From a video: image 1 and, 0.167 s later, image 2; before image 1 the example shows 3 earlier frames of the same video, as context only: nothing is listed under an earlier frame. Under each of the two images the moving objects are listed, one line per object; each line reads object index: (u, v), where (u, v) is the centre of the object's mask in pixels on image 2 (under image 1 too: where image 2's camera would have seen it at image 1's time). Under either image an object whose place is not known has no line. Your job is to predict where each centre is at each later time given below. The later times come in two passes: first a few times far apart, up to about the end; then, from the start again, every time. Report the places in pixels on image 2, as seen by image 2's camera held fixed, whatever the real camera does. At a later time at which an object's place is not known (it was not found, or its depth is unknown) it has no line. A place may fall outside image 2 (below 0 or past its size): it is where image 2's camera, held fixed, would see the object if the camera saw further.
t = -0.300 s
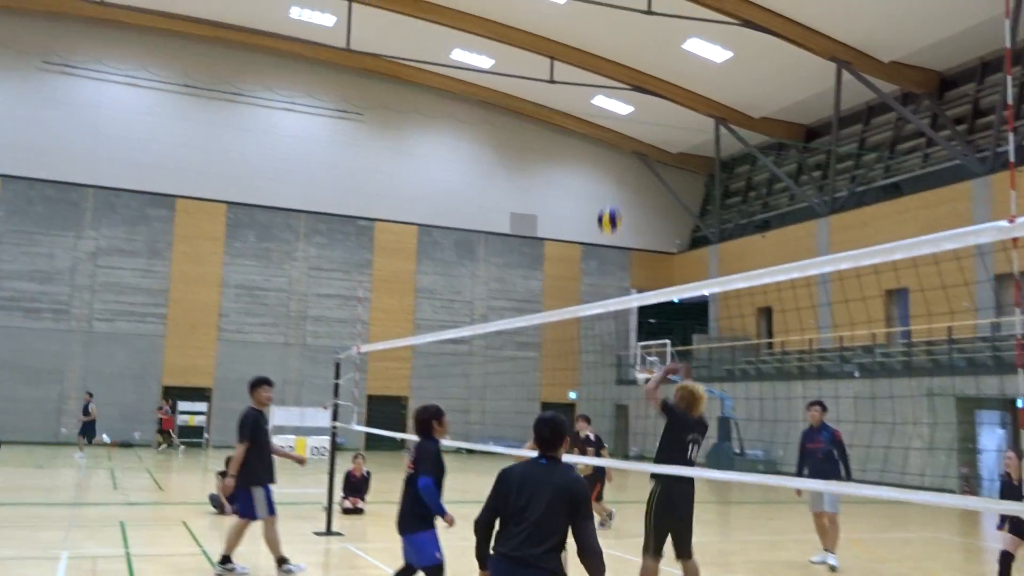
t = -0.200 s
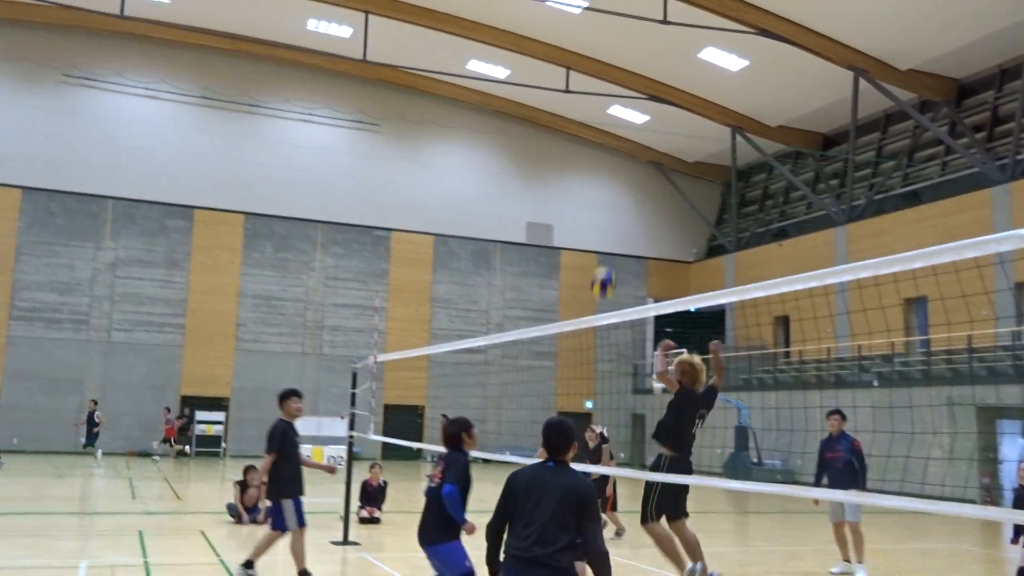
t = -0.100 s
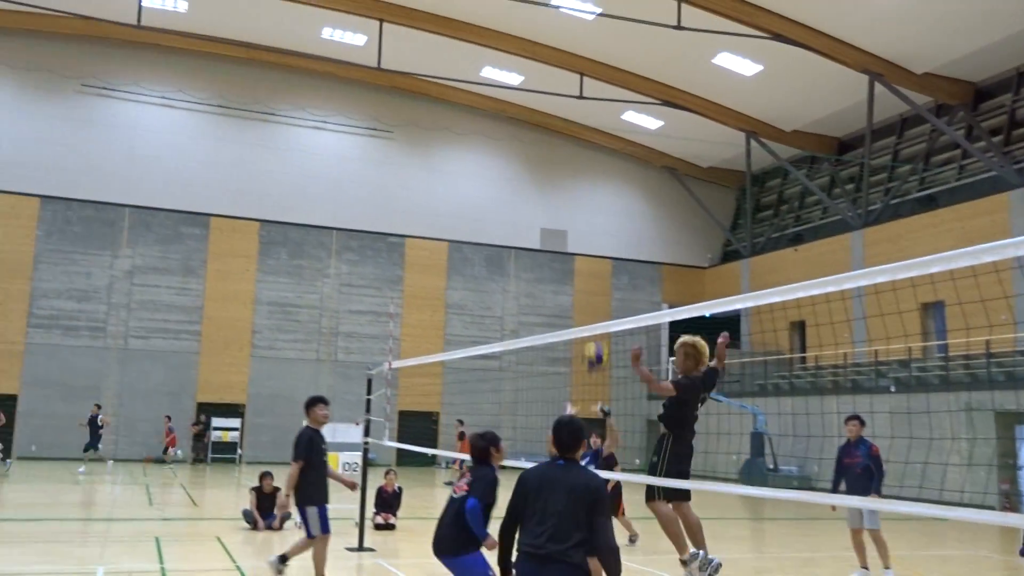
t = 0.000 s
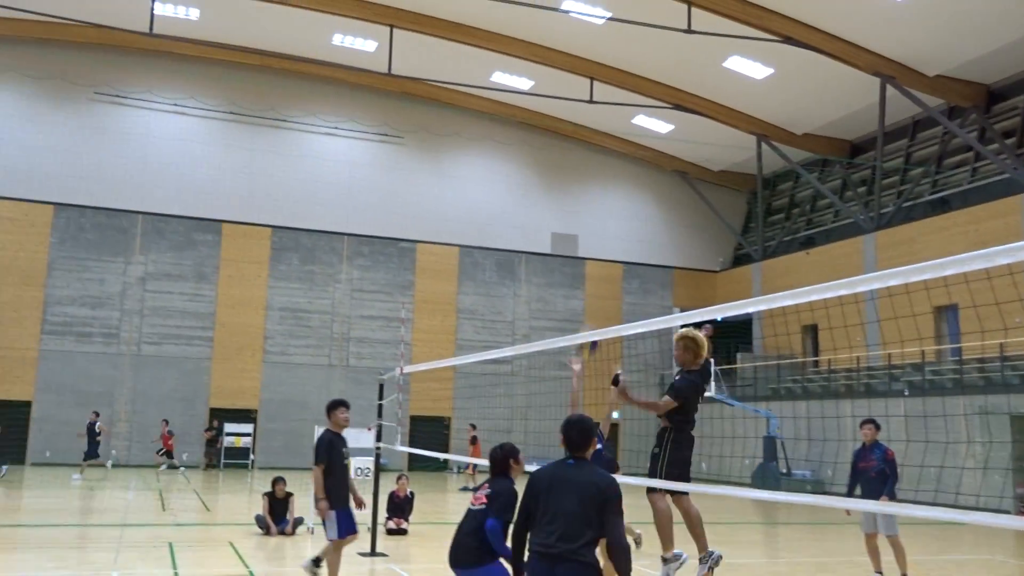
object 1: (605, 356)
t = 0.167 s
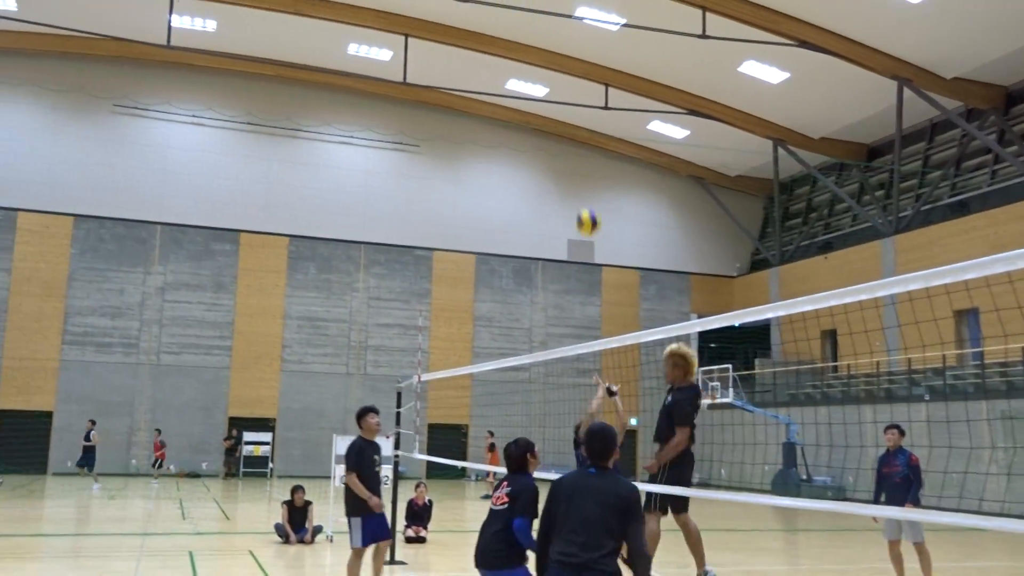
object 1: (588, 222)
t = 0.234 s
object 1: (582, 185)
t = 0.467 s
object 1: (564, 103)
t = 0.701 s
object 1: (549, 81)
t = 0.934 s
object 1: (532, 112)
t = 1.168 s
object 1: (514, 190)
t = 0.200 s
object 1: (584, 203)
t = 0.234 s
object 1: (582, 185)
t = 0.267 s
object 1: (580, 169)
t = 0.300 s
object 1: (577, 155)
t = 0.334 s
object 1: (574, 142)
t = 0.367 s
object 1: (572, 130)
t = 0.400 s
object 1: (569, 120)
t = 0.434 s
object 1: (567, 110)
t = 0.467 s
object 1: (564, 103)
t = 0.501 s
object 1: (563, 97)
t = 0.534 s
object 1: (560, 92)
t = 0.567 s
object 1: (558, 88)
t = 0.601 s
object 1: (556, 84)
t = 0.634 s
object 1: (553, 82)
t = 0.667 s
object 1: (551, 81)
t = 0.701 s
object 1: (549, 81)
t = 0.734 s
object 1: (546, 82)
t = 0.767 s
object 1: (544, 85)
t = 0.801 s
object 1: (542, 88)
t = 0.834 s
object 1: (539, 93)
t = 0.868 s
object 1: (536, 99)
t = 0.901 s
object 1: (534, 105)
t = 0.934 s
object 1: (532, 112)
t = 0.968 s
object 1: (529, 120)
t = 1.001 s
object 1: (526, 129)
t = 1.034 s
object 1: (524, 139)
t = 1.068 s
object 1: (522, 151)
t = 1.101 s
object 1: (520, 164)
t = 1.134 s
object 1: (517, 176)
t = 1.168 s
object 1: (514, 190)
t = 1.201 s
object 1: (512, 204)
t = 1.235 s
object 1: (509, 220)
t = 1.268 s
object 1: (505, 237)
